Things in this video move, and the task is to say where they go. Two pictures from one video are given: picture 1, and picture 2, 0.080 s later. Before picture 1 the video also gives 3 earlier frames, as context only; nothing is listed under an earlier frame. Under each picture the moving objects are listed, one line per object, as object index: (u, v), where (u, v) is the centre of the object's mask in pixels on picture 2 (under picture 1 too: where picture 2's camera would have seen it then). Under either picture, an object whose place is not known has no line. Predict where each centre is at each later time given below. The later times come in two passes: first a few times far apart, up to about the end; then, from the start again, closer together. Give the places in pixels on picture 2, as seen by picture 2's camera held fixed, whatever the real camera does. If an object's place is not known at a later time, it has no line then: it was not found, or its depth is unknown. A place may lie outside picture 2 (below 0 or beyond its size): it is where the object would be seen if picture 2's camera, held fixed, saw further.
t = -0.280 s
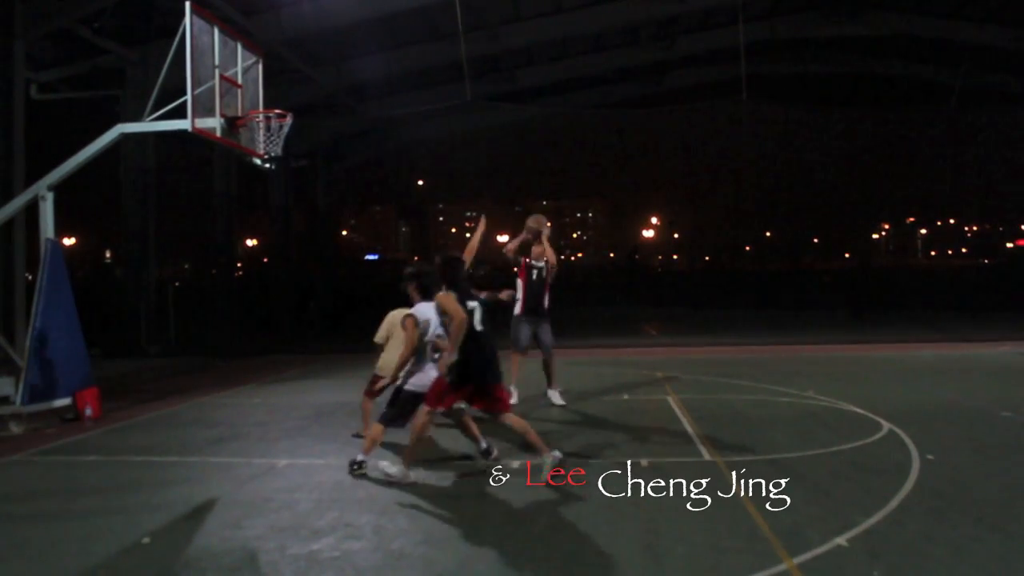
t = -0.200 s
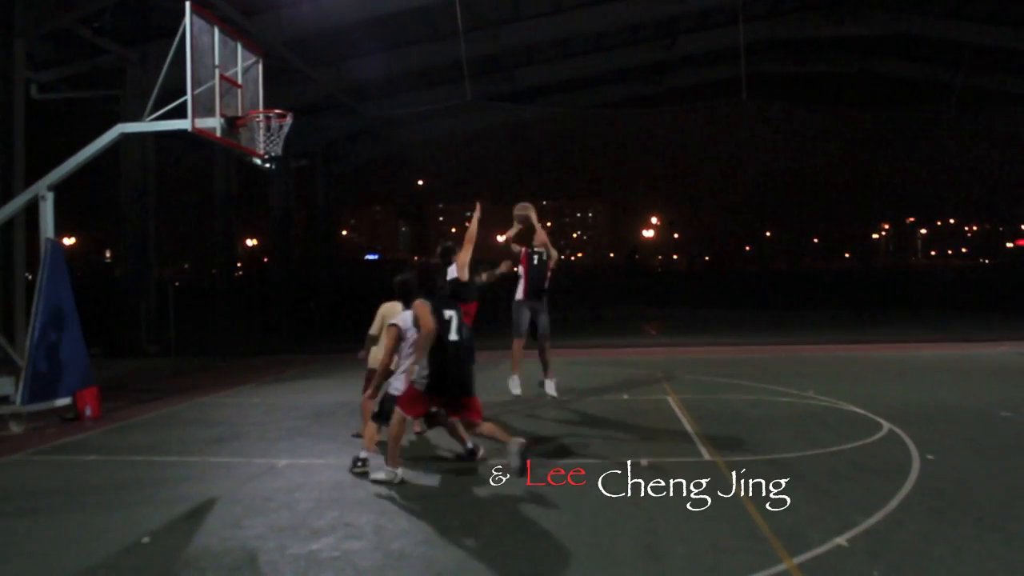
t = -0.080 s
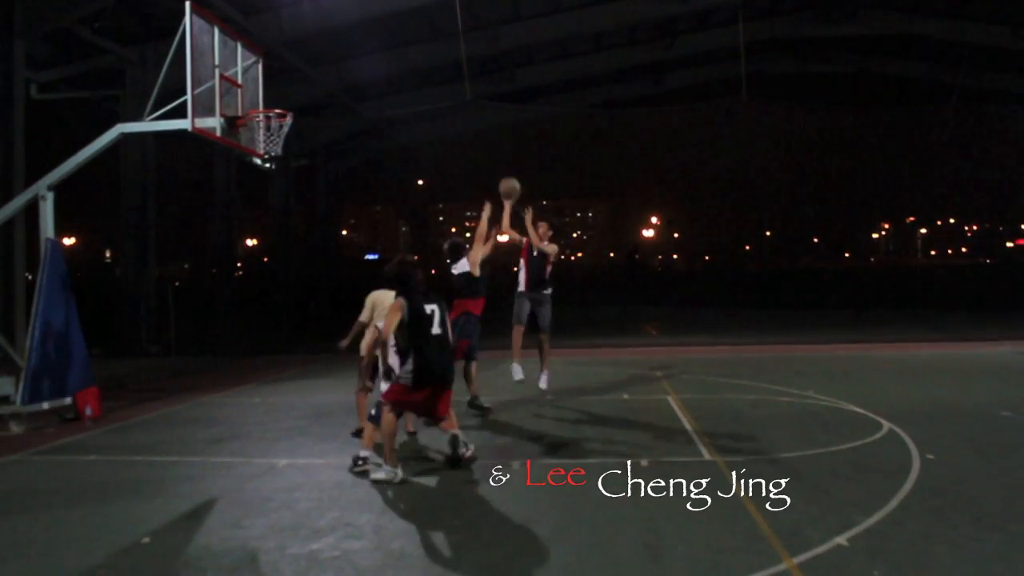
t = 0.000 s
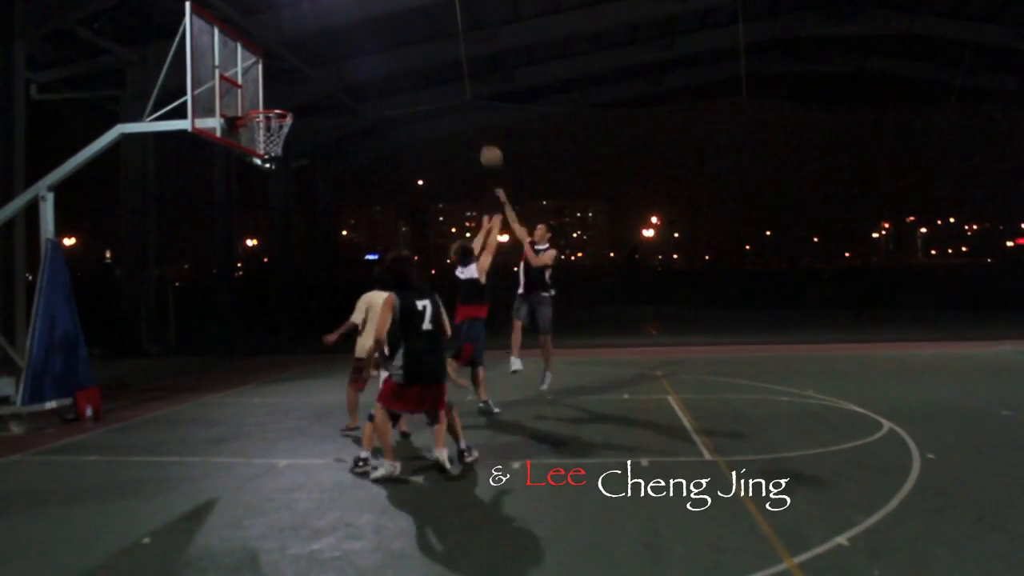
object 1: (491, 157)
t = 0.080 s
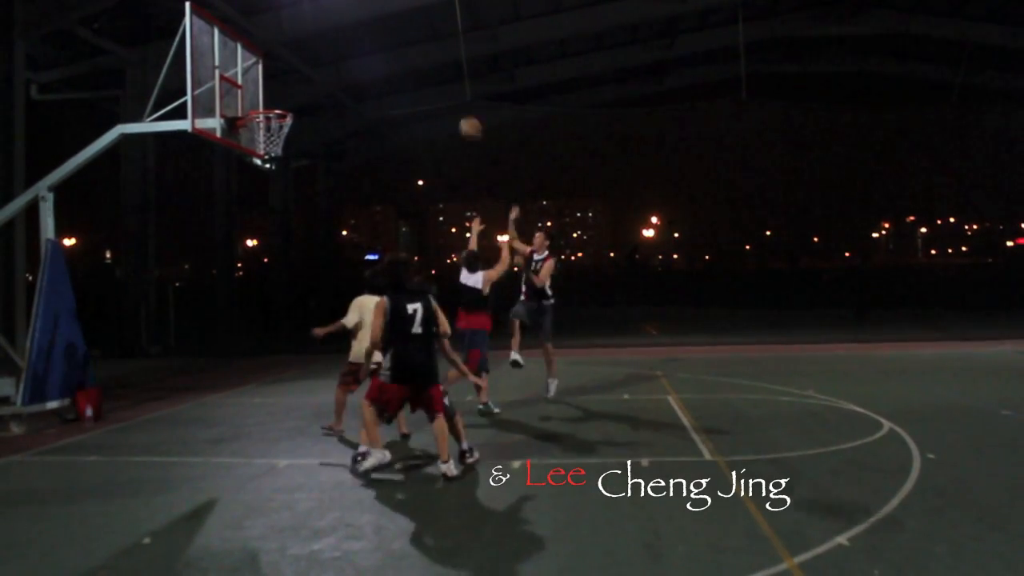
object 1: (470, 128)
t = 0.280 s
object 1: (416, 79)
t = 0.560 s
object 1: (337, 66)
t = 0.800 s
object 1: (269, 107)
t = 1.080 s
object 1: (250, 201)
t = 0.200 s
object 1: (438, 94)
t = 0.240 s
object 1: (427, 86)
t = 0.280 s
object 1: (416, 79)
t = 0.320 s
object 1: (405, 73)
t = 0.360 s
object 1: (394, 68)
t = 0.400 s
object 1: (382, 65)
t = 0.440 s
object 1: (372, 63)
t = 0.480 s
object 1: (360, 63)
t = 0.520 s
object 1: (349, 64)
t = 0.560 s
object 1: (337, 66)
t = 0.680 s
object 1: (302, 83)
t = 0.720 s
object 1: (291, 93)
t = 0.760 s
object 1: (280, 102)
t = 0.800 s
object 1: (269, 107)
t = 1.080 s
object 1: (250, 201)
